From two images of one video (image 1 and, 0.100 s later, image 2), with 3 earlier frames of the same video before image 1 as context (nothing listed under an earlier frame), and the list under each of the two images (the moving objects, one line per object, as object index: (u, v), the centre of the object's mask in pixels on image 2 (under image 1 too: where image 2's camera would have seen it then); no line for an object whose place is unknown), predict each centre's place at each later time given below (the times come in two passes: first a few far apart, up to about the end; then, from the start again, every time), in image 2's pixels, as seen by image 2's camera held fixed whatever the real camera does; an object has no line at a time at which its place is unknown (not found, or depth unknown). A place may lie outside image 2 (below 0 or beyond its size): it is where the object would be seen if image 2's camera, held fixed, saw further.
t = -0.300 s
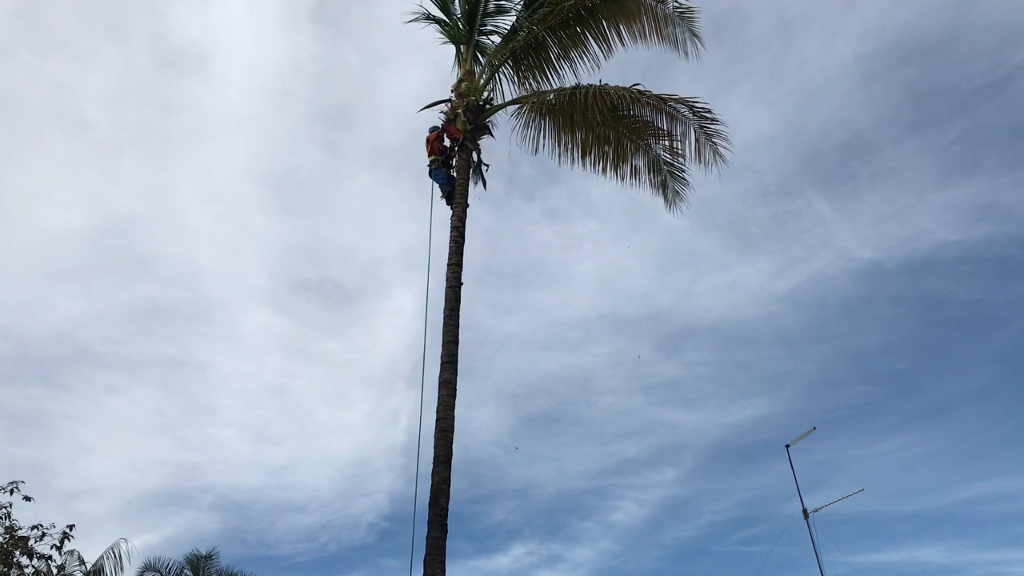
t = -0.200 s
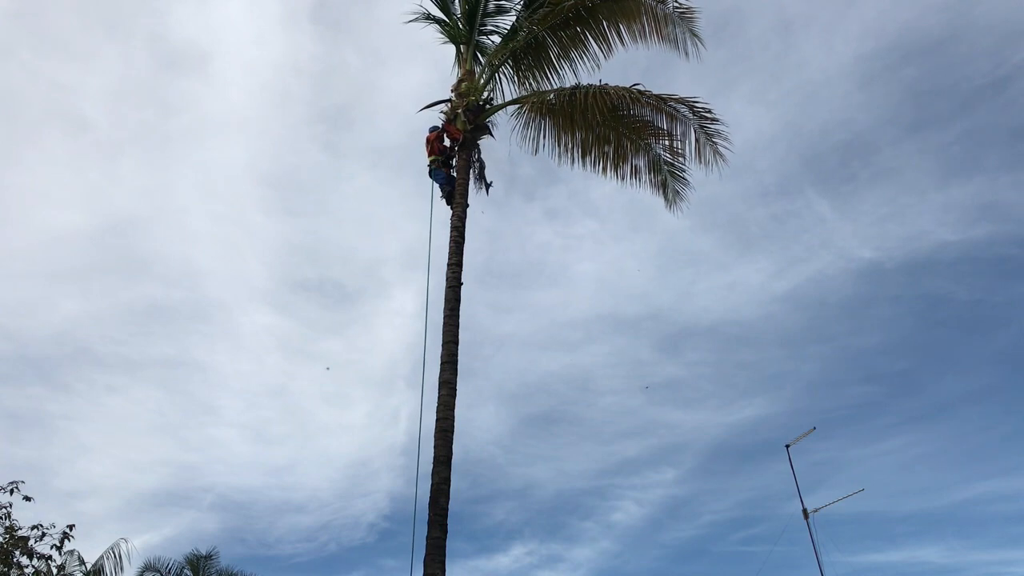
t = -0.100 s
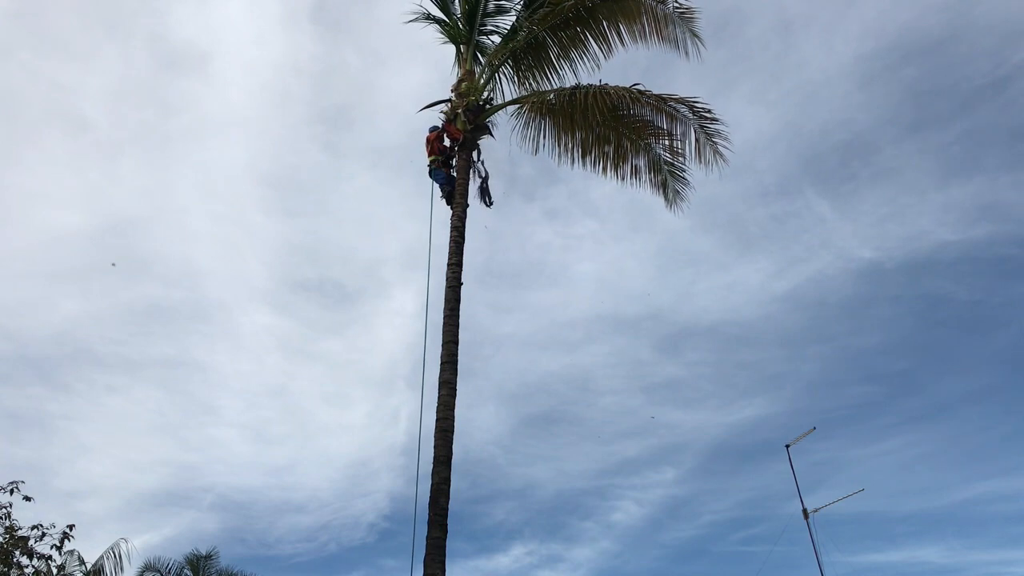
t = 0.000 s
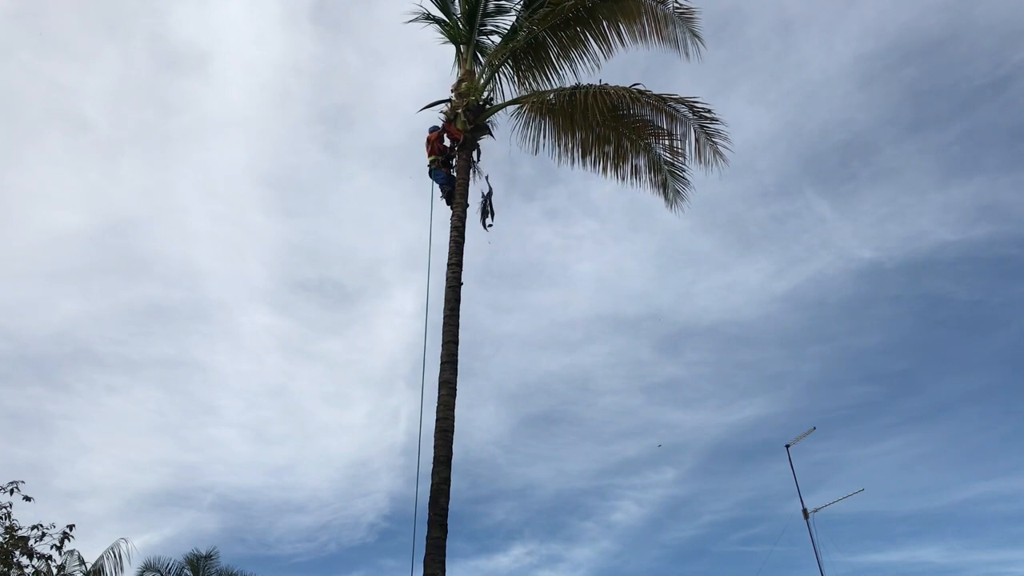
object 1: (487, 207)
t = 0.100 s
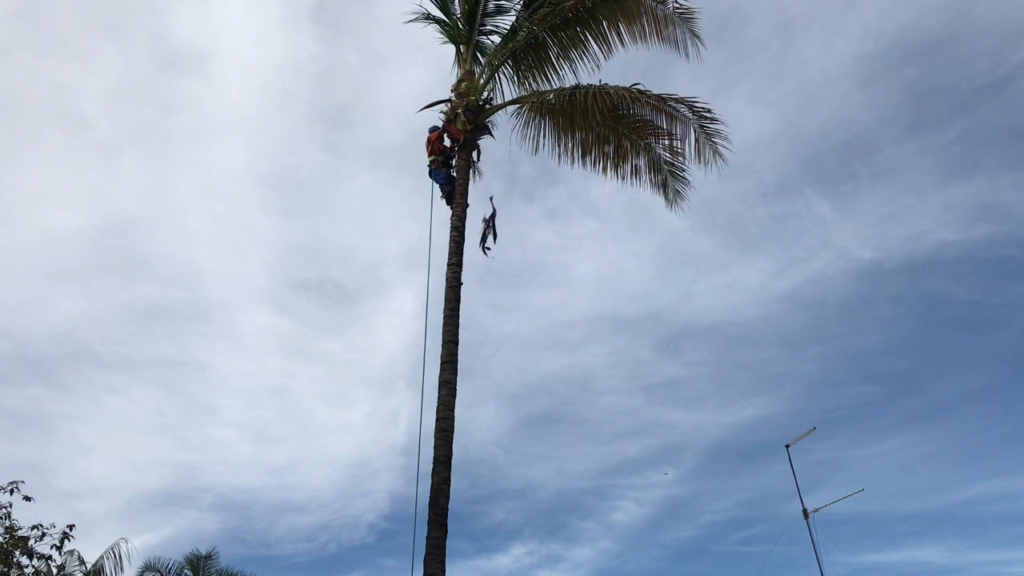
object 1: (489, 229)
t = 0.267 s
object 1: (492, 276)
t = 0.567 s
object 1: (500, 404)
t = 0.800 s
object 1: (511, 564)
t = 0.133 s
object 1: (489, 237)
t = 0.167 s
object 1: (490, 246)
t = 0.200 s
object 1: (491, 256)
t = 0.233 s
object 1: (491, 265)
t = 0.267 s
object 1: (492, 276)
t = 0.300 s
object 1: (493, 288)
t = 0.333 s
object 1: (494, 300)
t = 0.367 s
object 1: (494, 313)
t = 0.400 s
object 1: (495, 325)
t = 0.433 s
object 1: (496, 339)
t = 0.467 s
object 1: (497, 353)
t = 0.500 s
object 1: (498, 369)
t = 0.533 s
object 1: (499, 386)
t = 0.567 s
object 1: (500, 404)
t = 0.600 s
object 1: (502, 423)
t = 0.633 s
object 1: (500, 440)
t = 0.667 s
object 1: (502, 456)
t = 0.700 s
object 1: (507, 493)
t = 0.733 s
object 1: (509, 516)
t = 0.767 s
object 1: (510, 540)
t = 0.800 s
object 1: (511, 564)
